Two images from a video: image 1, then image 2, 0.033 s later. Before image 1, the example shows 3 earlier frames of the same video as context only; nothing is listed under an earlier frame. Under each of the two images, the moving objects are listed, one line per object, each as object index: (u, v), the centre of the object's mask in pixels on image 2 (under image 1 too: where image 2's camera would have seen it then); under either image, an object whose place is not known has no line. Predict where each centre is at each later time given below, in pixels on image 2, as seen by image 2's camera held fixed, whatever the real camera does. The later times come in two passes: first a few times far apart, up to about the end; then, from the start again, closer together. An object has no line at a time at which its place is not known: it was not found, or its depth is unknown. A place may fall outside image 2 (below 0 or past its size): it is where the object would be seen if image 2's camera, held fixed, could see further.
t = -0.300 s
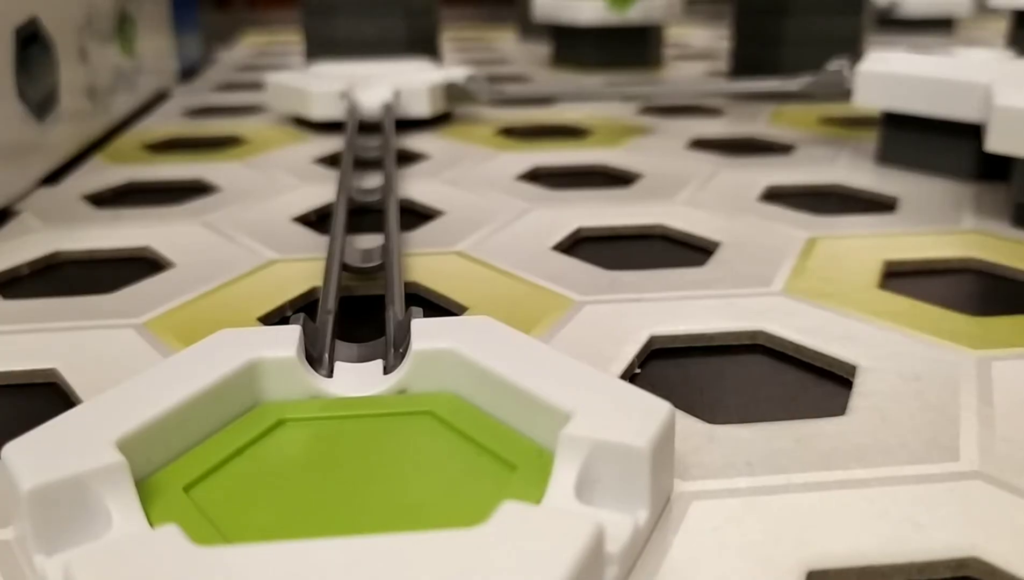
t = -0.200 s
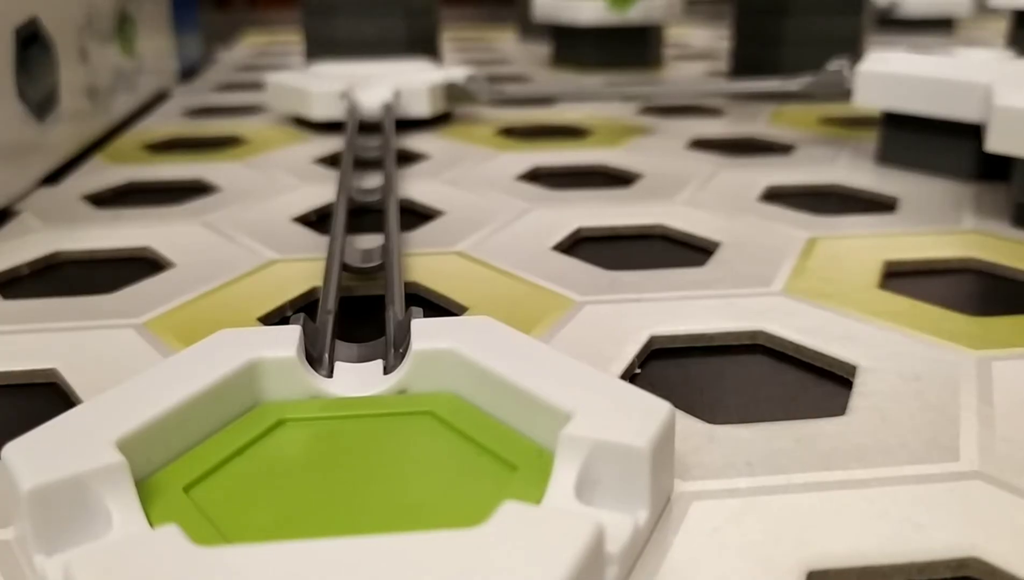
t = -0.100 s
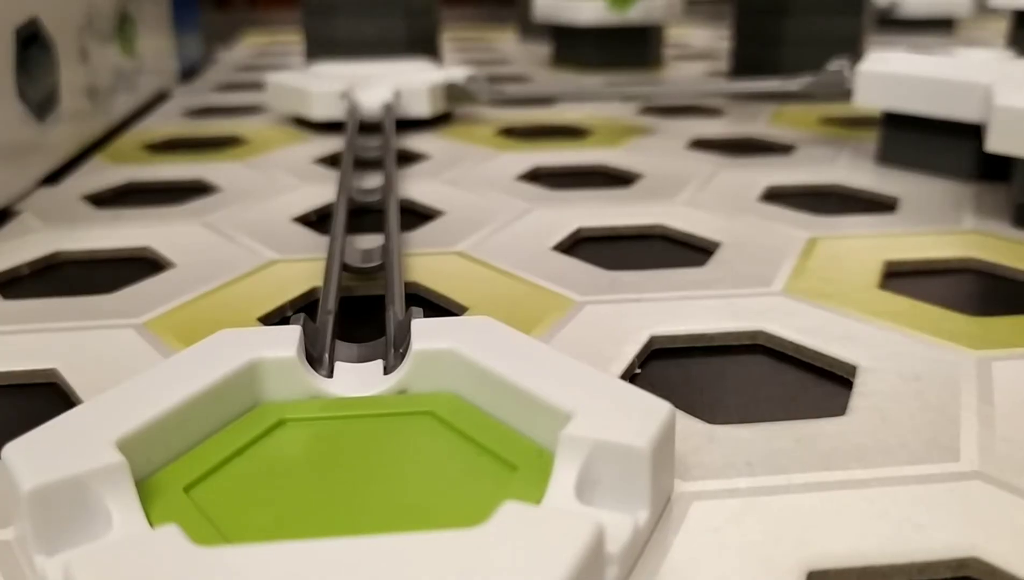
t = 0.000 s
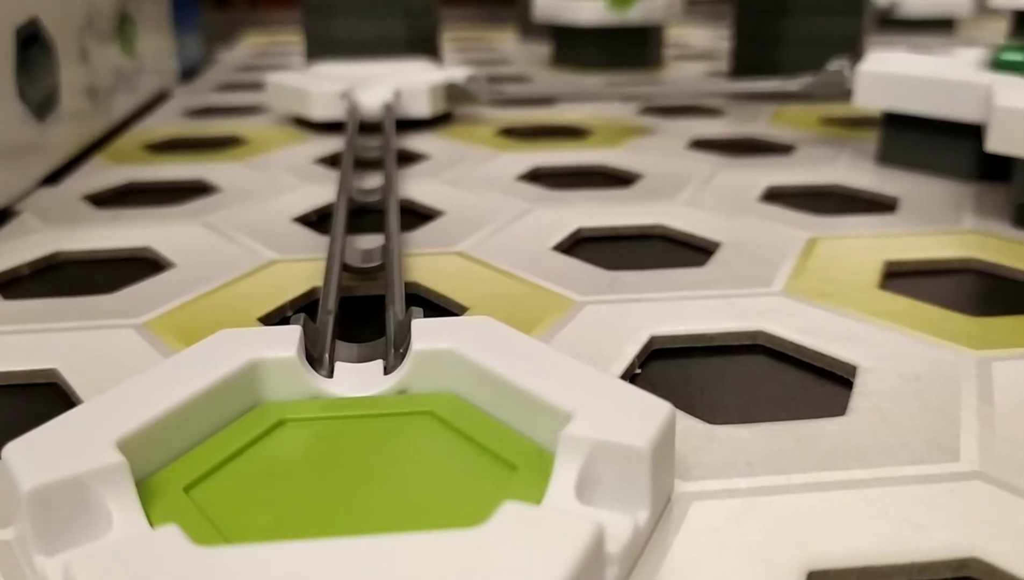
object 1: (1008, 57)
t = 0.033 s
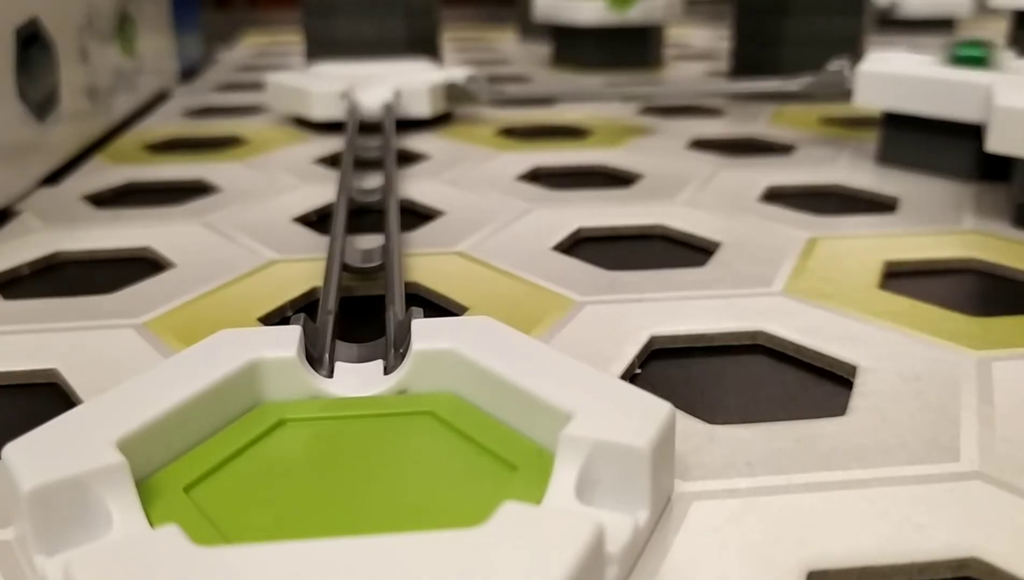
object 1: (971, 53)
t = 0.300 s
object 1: (602, 70)
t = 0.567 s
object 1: (369, 106)
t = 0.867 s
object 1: (364, 183)
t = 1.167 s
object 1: (353, 387)
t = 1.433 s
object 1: (334, 463)
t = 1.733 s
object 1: (302, 427)
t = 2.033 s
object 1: (268, 405)
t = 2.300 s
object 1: (279, 393)
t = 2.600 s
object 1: (286, 387)
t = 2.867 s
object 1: (288, 385)
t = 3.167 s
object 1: (287, 385)
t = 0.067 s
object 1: (925, 49)
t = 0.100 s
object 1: (876, 47)
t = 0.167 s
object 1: (788, 59)
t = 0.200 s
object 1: (742, 64)
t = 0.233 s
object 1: (695, 66)
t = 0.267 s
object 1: (648, 69)
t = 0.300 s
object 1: (602, 70)
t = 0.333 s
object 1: (556, 72)
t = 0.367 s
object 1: (509, 74)
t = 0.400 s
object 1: (470, 71)
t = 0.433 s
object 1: (424, 64)
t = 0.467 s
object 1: (384, 73)
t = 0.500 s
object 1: (368, 82)
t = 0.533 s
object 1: (369, 90)
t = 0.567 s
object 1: (369, 106)
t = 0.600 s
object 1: (369, 110)
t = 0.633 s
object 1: (368, 120)
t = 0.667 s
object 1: (368, 129)
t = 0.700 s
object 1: (368, 137)
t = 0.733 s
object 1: (367, 143)
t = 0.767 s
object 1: (366, 153)
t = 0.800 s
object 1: (366, 158)
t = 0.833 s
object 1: (365, 172)
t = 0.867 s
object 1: (364, 183)
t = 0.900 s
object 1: (362, 207)
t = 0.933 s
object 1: (362, 229)
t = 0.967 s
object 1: (361, 240)
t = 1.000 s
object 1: (360, 255)
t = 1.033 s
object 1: (358, 278)
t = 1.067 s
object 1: (357, 295)
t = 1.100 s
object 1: (355, 322)
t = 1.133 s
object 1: (354, 349)
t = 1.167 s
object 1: (353, 387)
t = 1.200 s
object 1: (350, 428)
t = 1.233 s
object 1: (347, 466)
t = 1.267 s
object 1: (342, 482)
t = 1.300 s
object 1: (341, 483)
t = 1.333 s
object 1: (340, 475)
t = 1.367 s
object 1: (338, 470)
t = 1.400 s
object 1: (336, 467)
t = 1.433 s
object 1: (334, 463)
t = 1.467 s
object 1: (332, 459)
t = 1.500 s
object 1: (330, 456)
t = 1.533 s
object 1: (327, 451)
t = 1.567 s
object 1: (324, 447)
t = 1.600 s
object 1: (320, 443)
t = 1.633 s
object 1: (317, 439)
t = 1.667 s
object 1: (312, 435)
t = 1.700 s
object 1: (307, 431)
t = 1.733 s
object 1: (302, 427)
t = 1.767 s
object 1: (294, 424)
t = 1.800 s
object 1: (286, 421)
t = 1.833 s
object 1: (276, 417)
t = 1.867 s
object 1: (266, 414)
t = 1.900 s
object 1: (256, 409)
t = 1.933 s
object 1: (257, 408)
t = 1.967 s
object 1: (262, 407)
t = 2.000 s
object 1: (265, 406)
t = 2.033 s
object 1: (268, 405)
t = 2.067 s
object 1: (271, 403)
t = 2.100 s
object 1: (271, 403)
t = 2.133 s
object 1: (273, 401)
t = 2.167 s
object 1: (275, 400)
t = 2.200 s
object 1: (275, 398)
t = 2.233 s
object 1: (276, 397)
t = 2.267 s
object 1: (276, 394)
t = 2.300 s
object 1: (279, 393)
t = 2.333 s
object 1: (281, 390)
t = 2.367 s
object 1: (283, 389)
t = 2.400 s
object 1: (286, 387)
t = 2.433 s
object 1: (289, 385)
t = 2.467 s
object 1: (291, 385)
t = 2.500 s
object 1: (291, 386)
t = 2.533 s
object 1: (290, 387)
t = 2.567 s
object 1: (288, 387)
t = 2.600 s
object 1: (286, 387)
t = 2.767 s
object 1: (287, 386)
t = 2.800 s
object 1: (287, 386)
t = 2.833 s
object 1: (288, 385)
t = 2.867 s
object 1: (288, 385)
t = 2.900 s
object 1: (289, 385)
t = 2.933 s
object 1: (289, 385)
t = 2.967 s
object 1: (289, 385)
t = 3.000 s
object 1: (288, 385)
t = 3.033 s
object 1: (287, 385)
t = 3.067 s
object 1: (287, 385)
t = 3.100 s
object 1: (287, 385)
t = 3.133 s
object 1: (287, 385)
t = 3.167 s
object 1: (287, 385)
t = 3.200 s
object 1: (287, 385)
